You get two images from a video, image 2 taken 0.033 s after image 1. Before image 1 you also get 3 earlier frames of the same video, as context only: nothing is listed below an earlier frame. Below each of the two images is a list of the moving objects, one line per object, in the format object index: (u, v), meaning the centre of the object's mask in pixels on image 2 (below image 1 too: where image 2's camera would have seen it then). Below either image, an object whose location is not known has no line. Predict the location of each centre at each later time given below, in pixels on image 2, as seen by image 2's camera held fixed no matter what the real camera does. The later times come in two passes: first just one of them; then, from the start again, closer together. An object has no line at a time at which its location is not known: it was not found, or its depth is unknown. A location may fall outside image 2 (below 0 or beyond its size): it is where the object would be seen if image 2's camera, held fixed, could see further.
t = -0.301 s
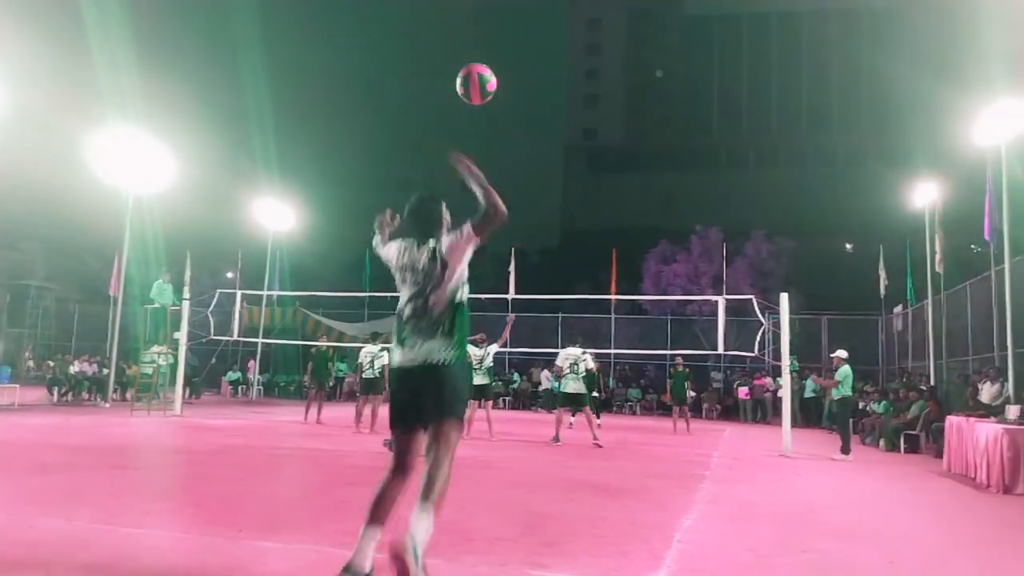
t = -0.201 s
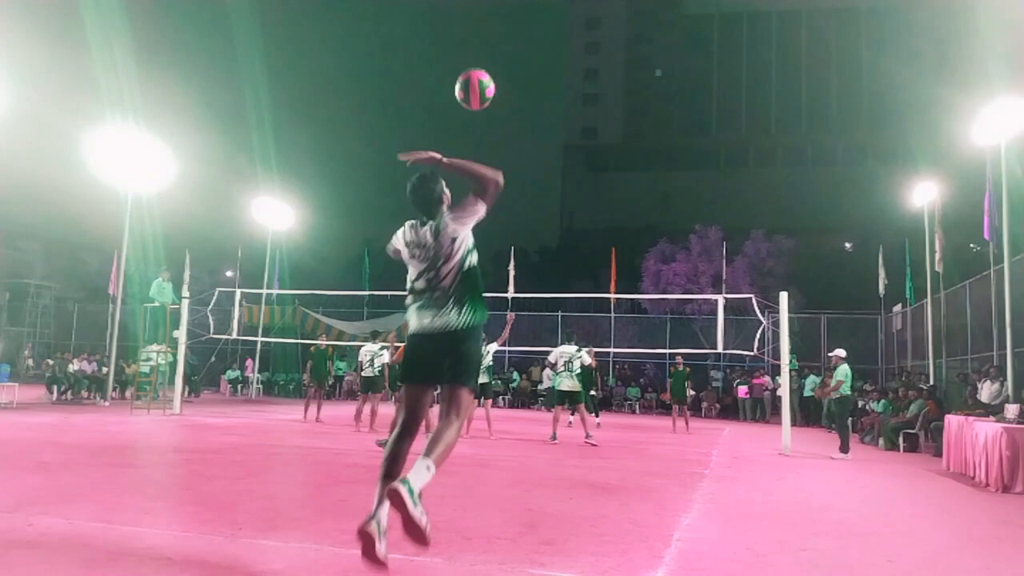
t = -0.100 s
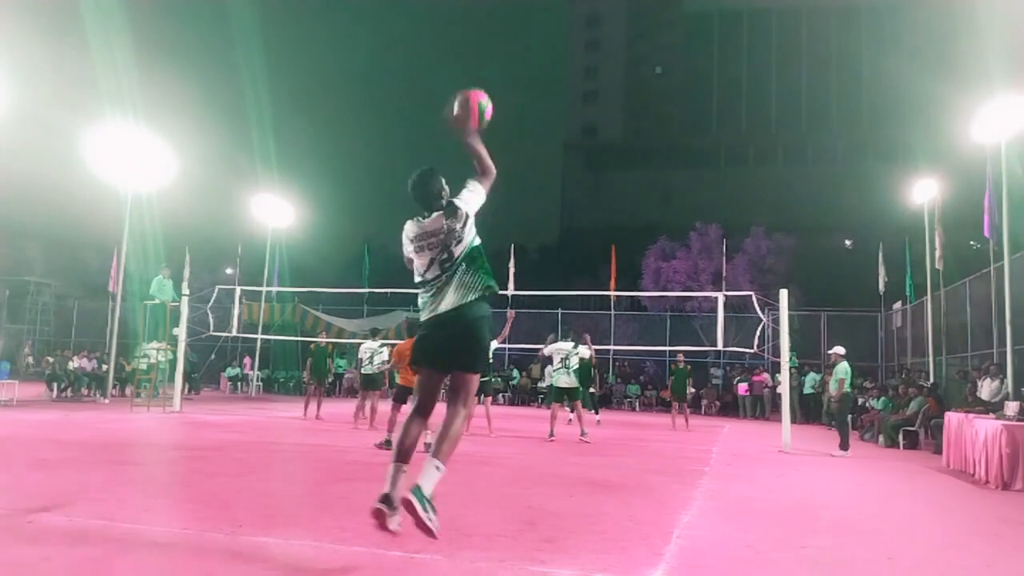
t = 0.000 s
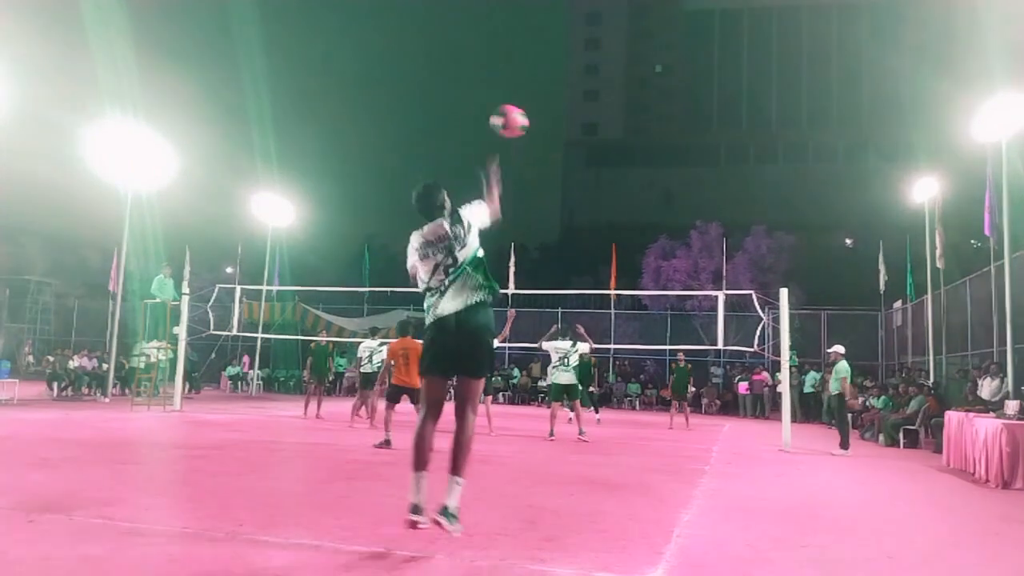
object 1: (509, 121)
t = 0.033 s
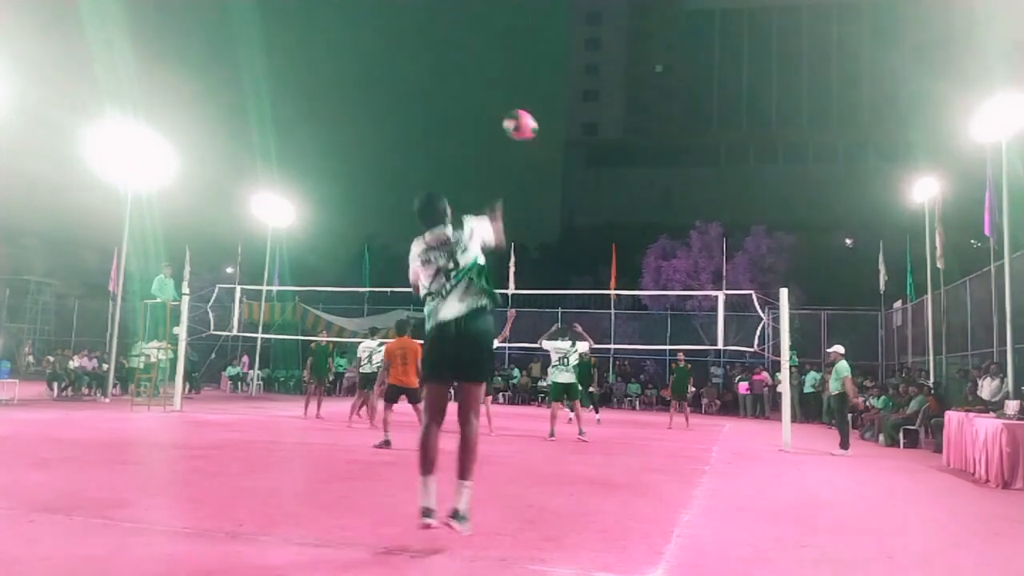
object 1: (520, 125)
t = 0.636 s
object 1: (595, 252)
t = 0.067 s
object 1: (529, 130)
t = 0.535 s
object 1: (587, 226)
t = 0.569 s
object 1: (590, 235)
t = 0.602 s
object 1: (593, 243)
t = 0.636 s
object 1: (595, 252)
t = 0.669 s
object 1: (597, 261)
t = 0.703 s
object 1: (600, 269)
